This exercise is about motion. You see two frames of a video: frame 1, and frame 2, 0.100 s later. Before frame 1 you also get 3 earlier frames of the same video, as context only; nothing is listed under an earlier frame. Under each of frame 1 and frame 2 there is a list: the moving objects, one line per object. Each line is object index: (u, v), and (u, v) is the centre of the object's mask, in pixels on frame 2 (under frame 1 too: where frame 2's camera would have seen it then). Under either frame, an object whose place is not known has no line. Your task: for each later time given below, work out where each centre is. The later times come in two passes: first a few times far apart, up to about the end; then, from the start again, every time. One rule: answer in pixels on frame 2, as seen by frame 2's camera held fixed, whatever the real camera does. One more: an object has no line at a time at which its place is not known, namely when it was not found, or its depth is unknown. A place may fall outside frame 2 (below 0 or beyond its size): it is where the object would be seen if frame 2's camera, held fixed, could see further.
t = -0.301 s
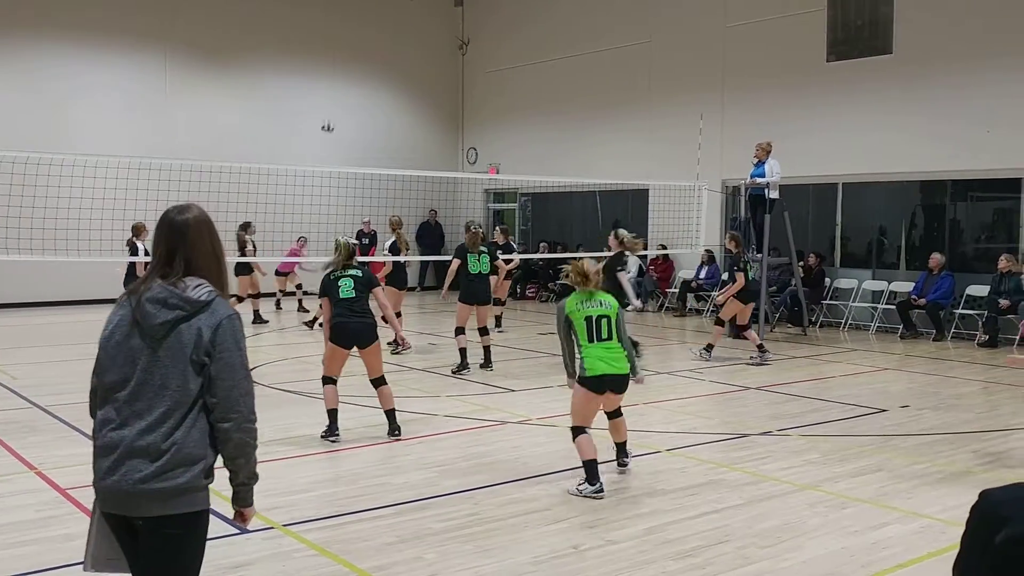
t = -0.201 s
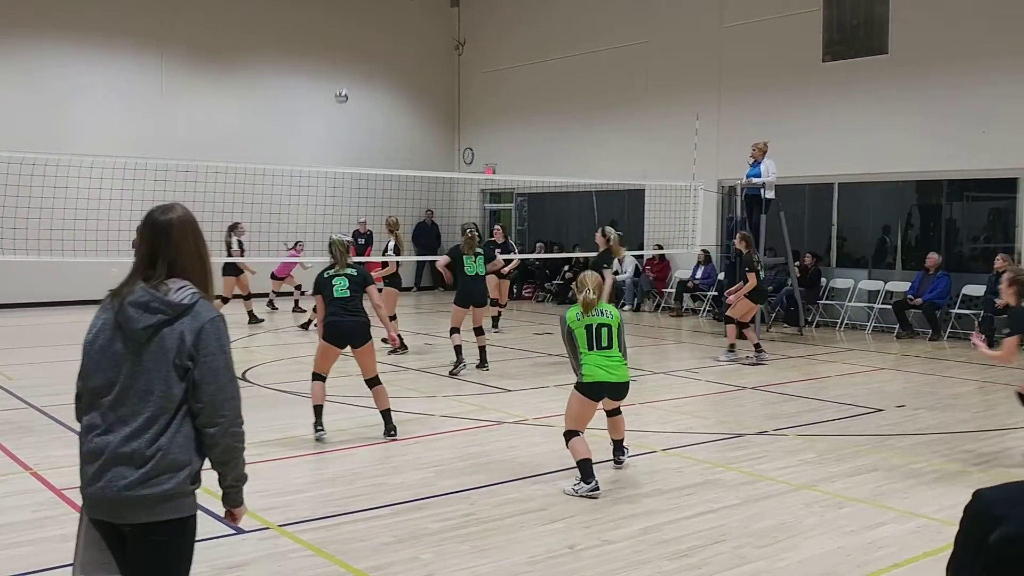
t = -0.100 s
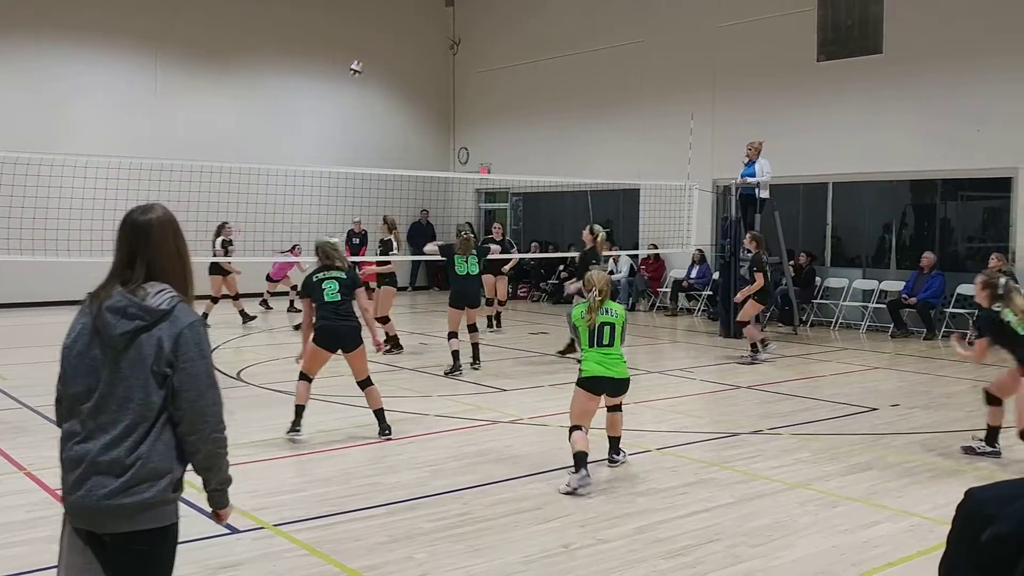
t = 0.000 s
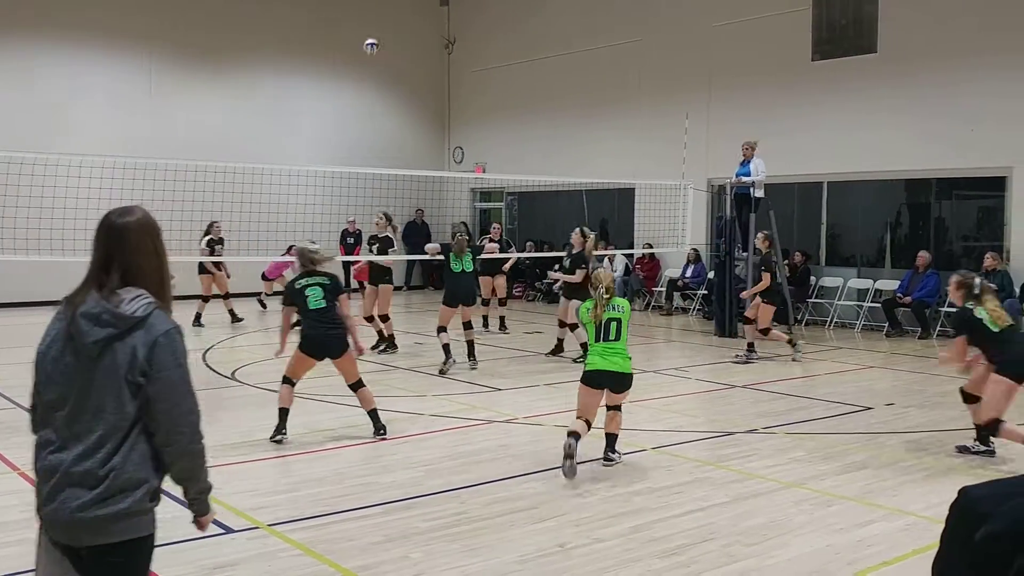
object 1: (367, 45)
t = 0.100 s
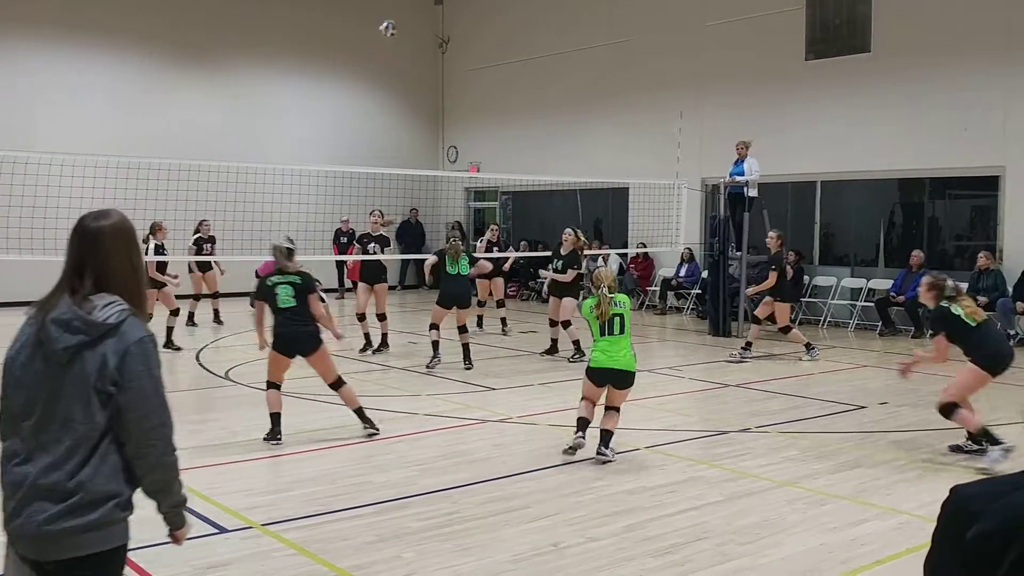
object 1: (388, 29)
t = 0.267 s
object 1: (429, 17)
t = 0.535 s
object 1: (511, 50)
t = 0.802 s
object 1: (618, 180)
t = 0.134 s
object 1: (394, 25)
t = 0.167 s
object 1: (403, 21)
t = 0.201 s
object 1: (412, 18)
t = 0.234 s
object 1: (420, 17)
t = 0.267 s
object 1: (429, 17)
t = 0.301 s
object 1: (438, 17)
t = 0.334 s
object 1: (447, 19)
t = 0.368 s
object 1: (457, 20)
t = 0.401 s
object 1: (468, 23)
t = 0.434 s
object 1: (478, 28)
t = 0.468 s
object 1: (489, 35)
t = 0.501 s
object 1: (500, 43)
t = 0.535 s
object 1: (511, 50)
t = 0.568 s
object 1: (522, 61)
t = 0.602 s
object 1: (534, 73)
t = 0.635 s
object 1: (548, 84)
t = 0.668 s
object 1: (561, 99)
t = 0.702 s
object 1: (573, 116)
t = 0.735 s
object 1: (588, 135)
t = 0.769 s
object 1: (603, 156)
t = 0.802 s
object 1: (618, 180)
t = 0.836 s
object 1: (631, 206)
